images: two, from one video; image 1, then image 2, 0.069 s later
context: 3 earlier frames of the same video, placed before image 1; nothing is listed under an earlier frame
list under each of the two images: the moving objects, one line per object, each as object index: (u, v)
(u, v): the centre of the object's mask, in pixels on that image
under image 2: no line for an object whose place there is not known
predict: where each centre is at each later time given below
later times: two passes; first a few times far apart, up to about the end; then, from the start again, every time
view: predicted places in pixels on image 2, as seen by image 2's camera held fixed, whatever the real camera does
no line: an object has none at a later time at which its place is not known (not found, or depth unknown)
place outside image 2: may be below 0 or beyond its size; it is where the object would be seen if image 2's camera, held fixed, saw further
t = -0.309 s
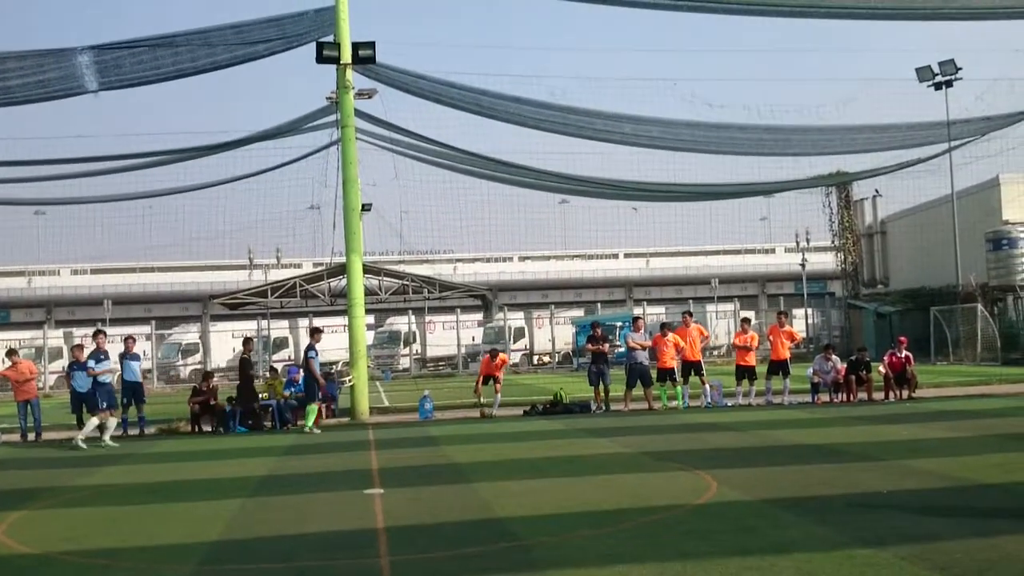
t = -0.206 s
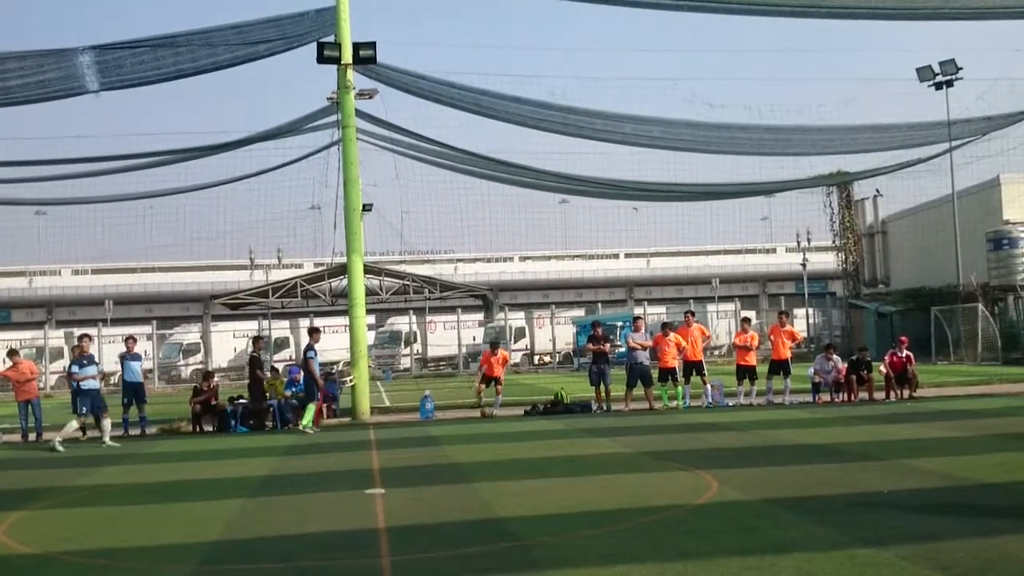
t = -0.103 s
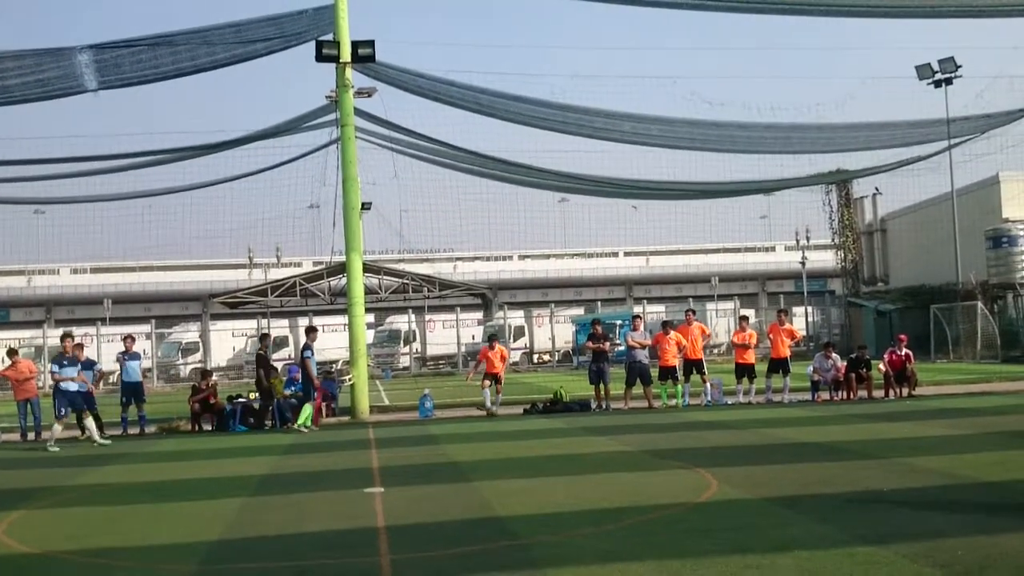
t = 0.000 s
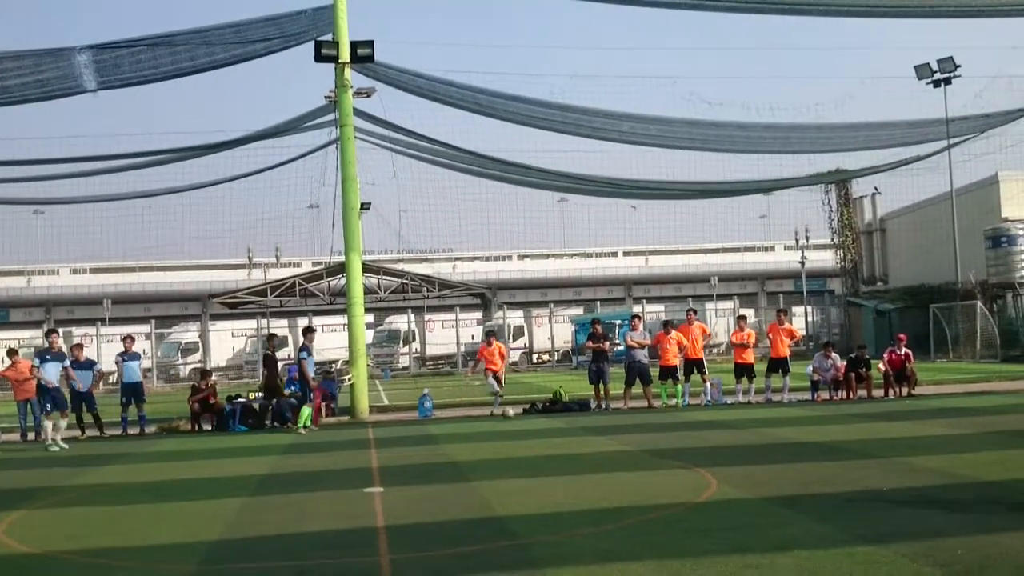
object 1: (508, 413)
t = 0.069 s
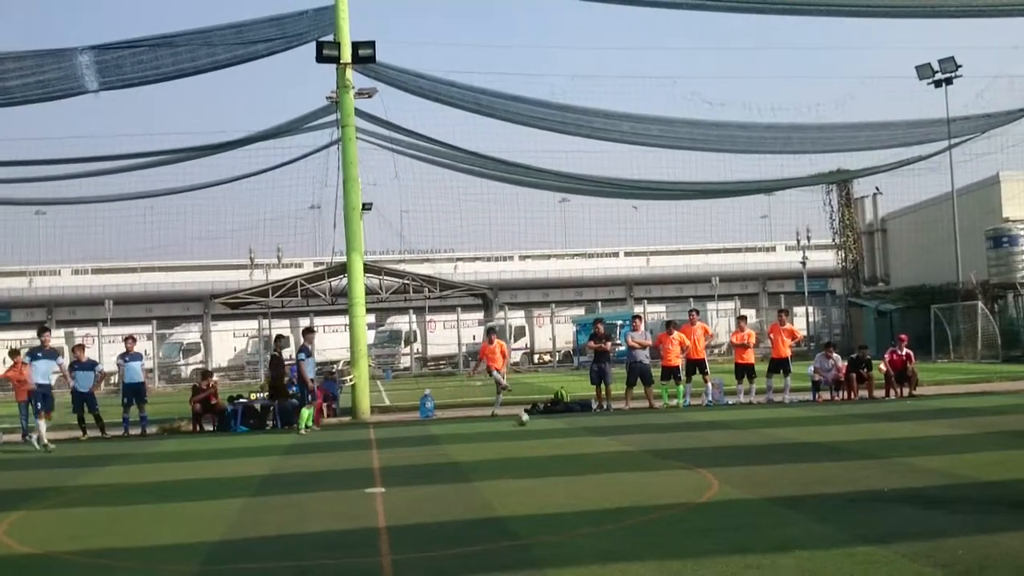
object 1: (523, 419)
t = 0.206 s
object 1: (550, 426)
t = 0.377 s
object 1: (591, 431)
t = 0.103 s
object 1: (529, 420)
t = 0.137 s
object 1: (536, 421)
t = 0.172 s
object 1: (542, 423)
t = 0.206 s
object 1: (550, 426)
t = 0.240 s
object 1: (559, 427)
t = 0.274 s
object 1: (566, 428)
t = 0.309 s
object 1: (575, 431)
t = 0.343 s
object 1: (583, 432)
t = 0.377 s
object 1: (591, 431)
